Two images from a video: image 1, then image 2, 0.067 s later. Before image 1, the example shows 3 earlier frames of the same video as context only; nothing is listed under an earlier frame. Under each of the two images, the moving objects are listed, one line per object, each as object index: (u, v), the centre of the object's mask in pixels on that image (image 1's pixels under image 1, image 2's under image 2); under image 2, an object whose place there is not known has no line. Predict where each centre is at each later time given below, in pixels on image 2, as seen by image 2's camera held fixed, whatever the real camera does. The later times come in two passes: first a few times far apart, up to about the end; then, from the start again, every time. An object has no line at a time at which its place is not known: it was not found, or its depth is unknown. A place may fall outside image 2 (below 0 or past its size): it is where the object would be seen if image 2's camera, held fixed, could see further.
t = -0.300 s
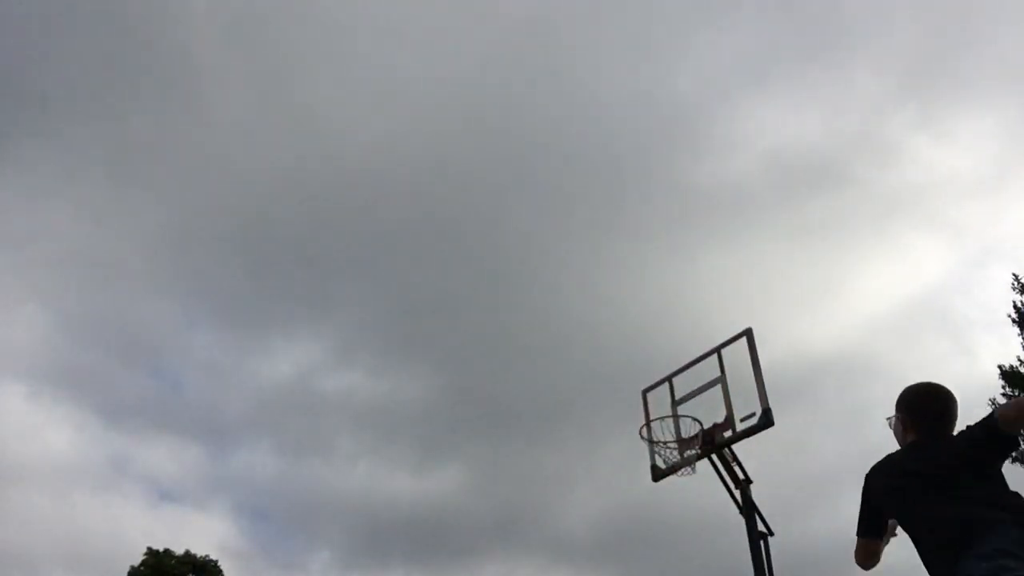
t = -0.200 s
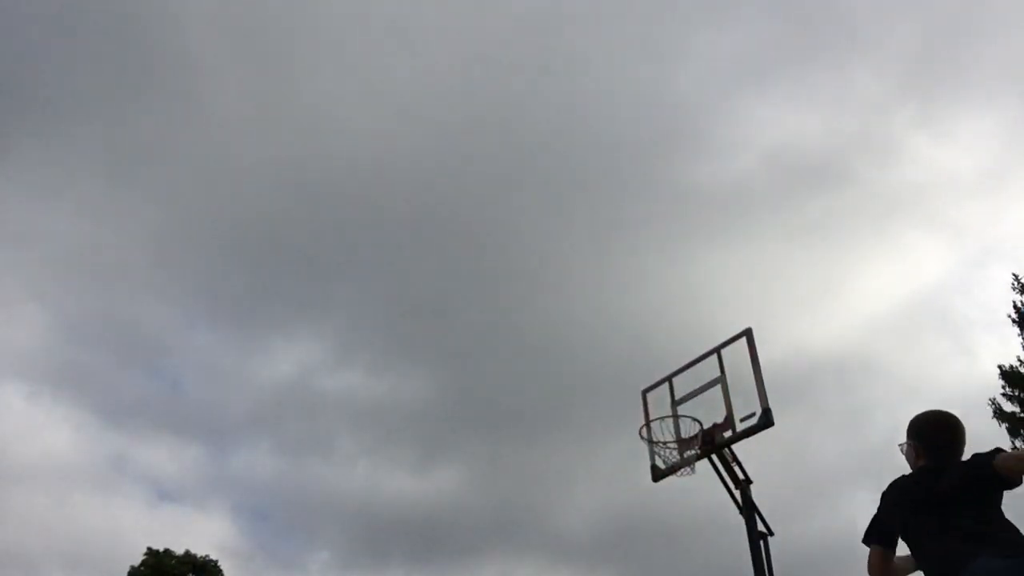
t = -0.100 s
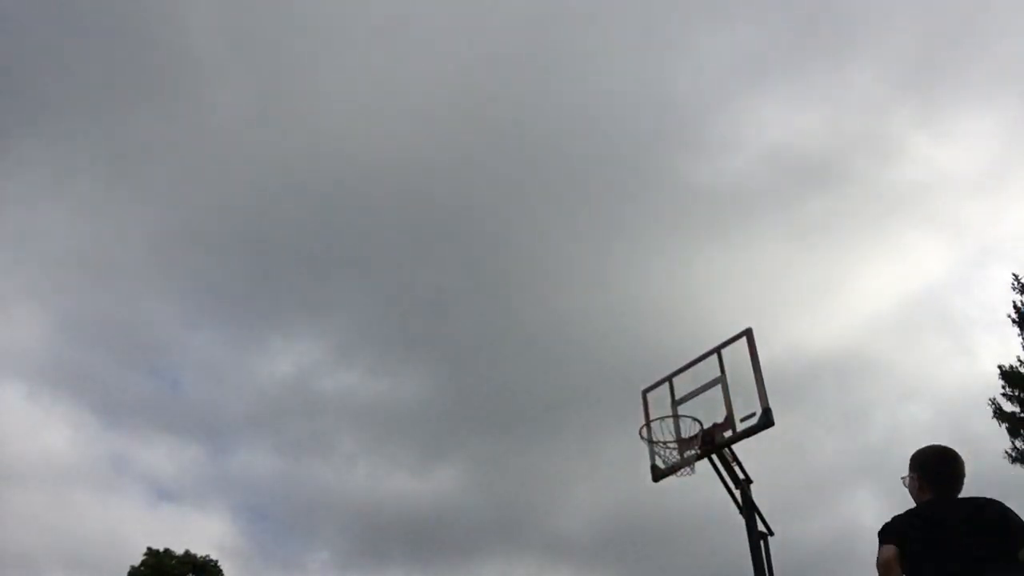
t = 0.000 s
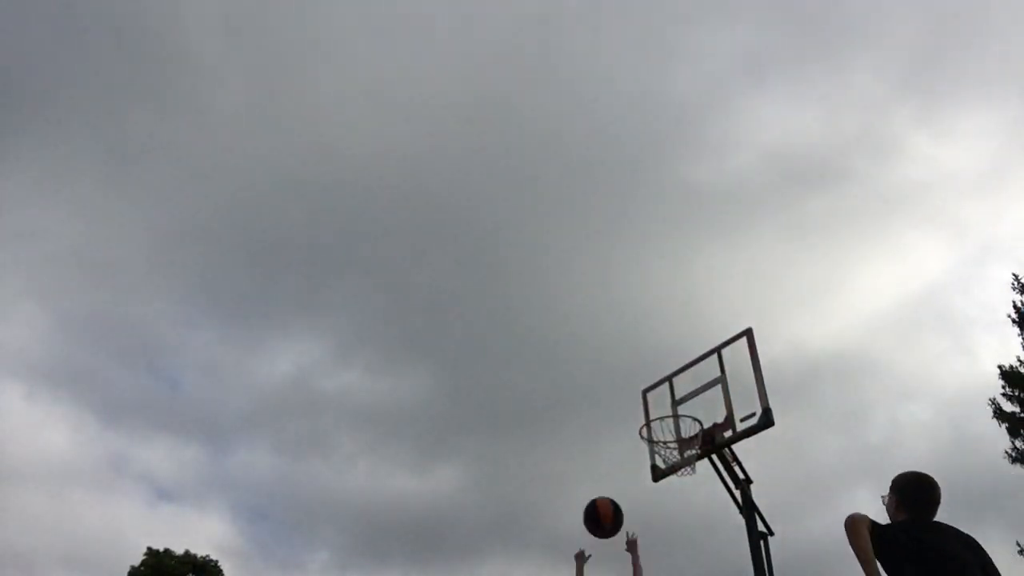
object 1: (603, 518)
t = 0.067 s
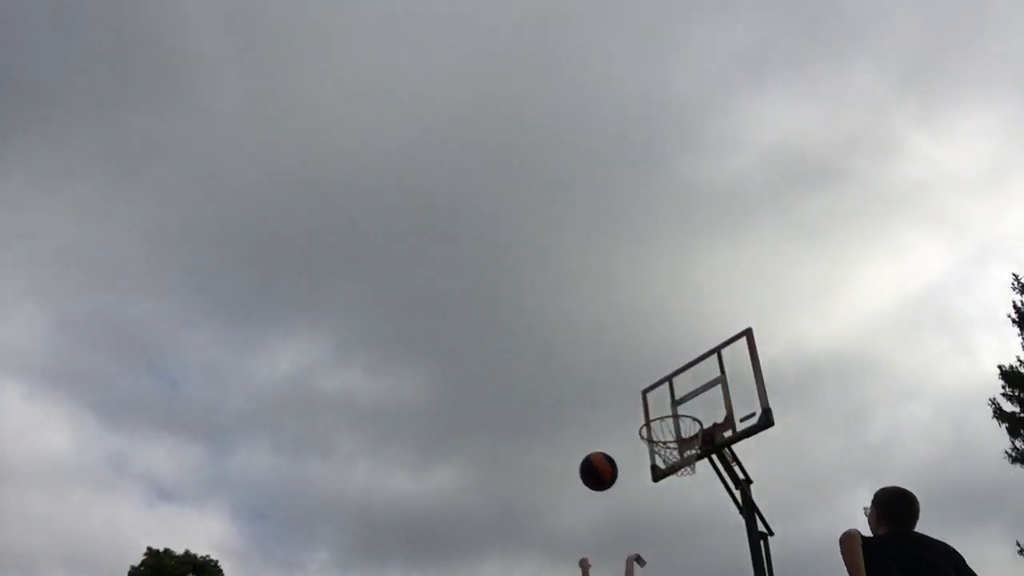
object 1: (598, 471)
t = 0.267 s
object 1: (592, 388)
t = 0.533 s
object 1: (587, 371)
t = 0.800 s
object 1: (593, 430)
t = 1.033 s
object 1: (607, 550)
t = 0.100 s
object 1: (597, 452)
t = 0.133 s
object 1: (596, 435)
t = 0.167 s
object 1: (596, 421)
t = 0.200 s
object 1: (595, 408)
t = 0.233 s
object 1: (594, 396)
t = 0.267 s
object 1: (592, 388)
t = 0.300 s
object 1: (593, 379)
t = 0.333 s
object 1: (593, 373)
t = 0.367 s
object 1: (591, 372)
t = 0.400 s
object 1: (589, 365)
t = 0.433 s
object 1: (590, 368)
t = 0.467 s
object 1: (588, 369)
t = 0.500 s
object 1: (590, 368)
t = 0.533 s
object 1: (587, 371)
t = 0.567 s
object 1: (589, 374)
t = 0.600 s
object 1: (592, 373)
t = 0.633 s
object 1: (593, 380)
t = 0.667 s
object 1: (588, 391)
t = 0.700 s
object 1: (591, 400)
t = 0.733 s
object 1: (590, 409)
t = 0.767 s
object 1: (592, 419)
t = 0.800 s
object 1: (593, 430)
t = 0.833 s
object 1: (594, 443)
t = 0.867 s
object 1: (594, 458)
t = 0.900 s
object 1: (600, 472)
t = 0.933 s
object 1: (602, 487)
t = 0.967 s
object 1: (603, 508)
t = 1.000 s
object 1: (603, 526)
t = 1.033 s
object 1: (607, 550)
